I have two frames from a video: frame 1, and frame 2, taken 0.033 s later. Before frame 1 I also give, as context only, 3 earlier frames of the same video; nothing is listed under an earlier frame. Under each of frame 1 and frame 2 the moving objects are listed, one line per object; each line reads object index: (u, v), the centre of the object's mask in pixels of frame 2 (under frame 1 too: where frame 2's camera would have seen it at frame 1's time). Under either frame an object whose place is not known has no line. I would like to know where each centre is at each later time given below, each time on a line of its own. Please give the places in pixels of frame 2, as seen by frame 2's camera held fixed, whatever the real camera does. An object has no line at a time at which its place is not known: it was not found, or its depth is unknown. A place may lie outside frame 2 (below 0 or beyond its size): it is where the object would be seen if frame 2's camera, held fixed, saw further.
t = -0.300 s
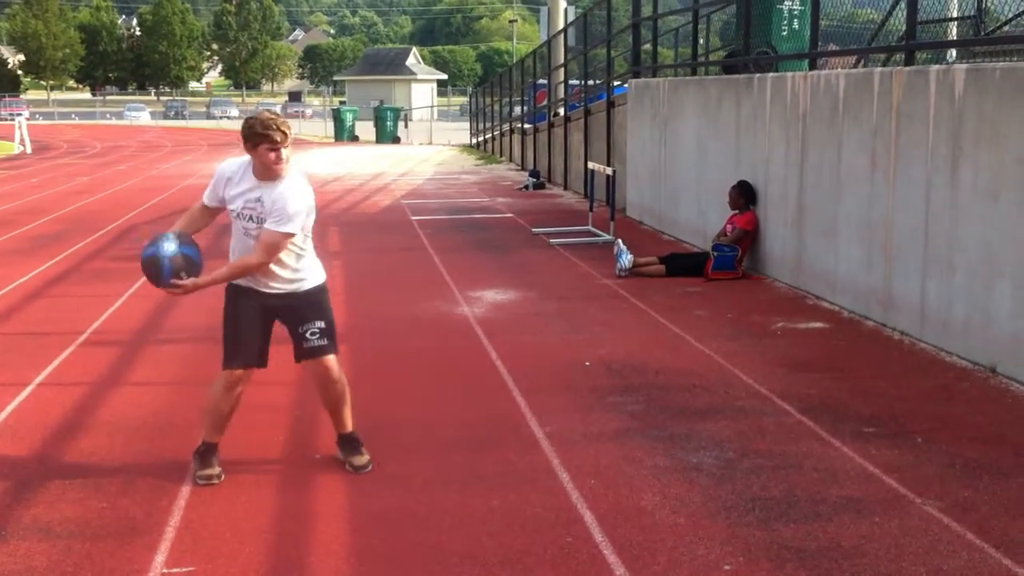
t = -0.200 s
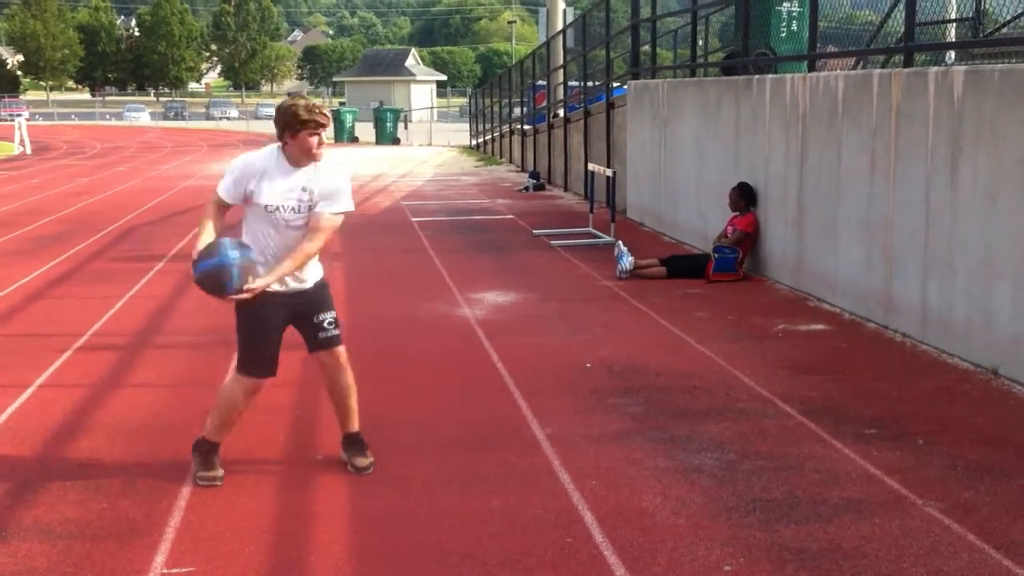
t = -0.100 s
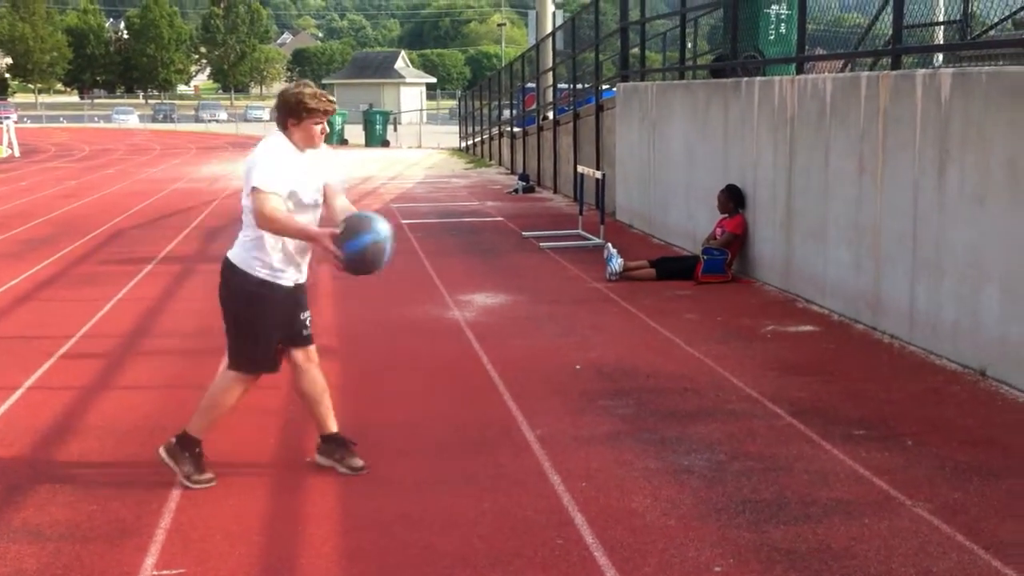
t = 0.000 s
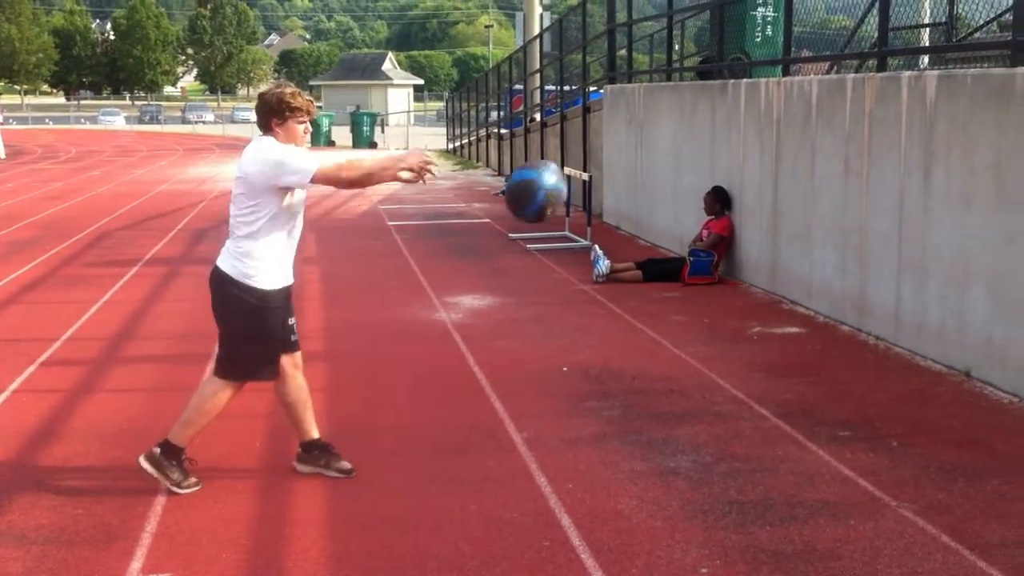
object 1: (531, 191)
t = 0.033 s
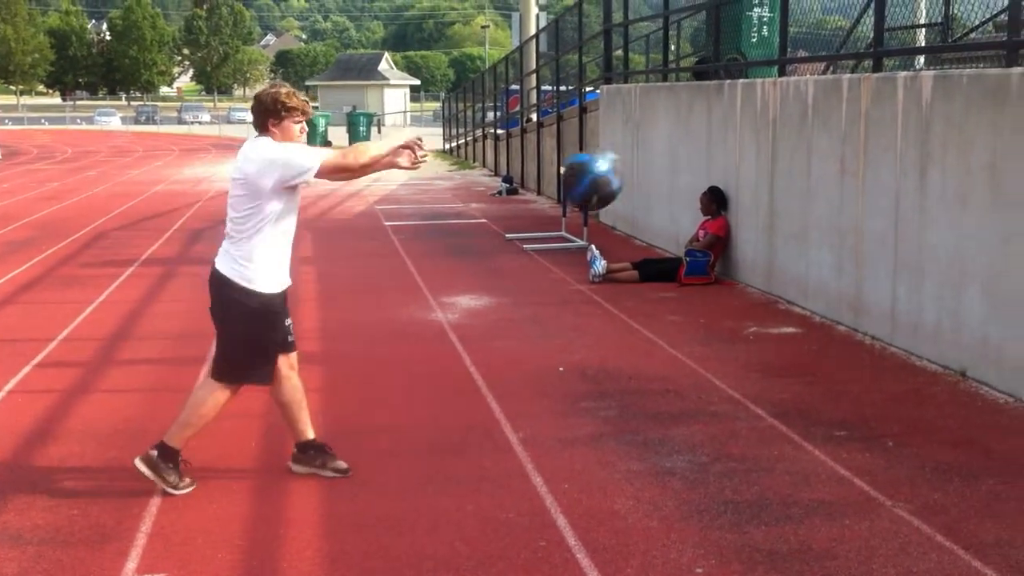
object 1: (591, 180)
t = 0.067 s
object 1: (652, 170)
